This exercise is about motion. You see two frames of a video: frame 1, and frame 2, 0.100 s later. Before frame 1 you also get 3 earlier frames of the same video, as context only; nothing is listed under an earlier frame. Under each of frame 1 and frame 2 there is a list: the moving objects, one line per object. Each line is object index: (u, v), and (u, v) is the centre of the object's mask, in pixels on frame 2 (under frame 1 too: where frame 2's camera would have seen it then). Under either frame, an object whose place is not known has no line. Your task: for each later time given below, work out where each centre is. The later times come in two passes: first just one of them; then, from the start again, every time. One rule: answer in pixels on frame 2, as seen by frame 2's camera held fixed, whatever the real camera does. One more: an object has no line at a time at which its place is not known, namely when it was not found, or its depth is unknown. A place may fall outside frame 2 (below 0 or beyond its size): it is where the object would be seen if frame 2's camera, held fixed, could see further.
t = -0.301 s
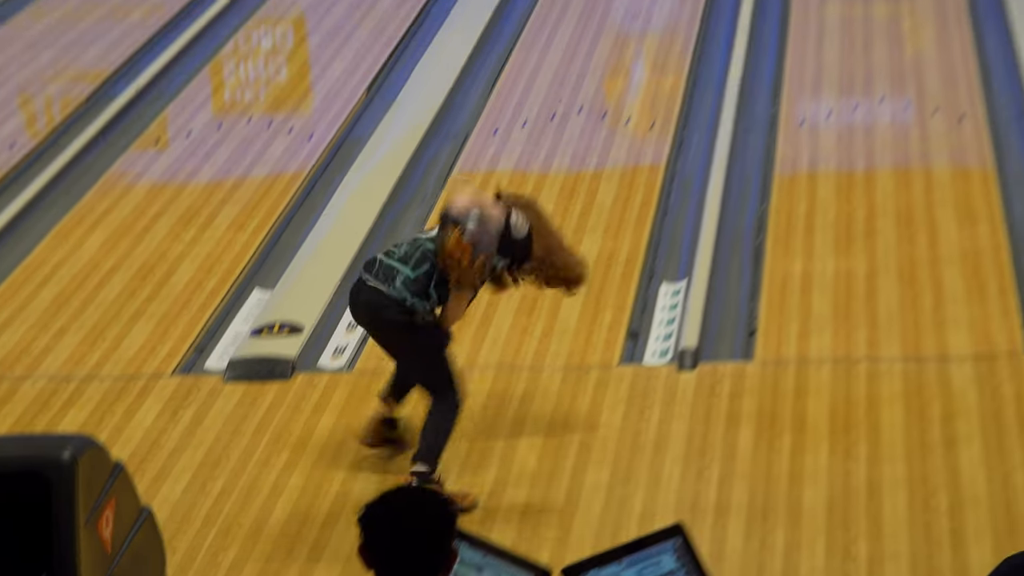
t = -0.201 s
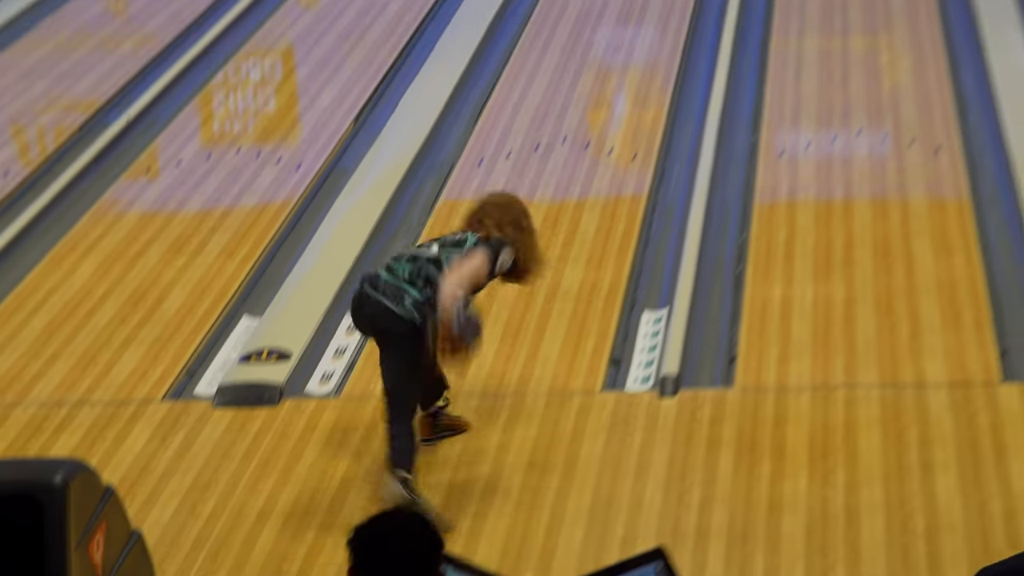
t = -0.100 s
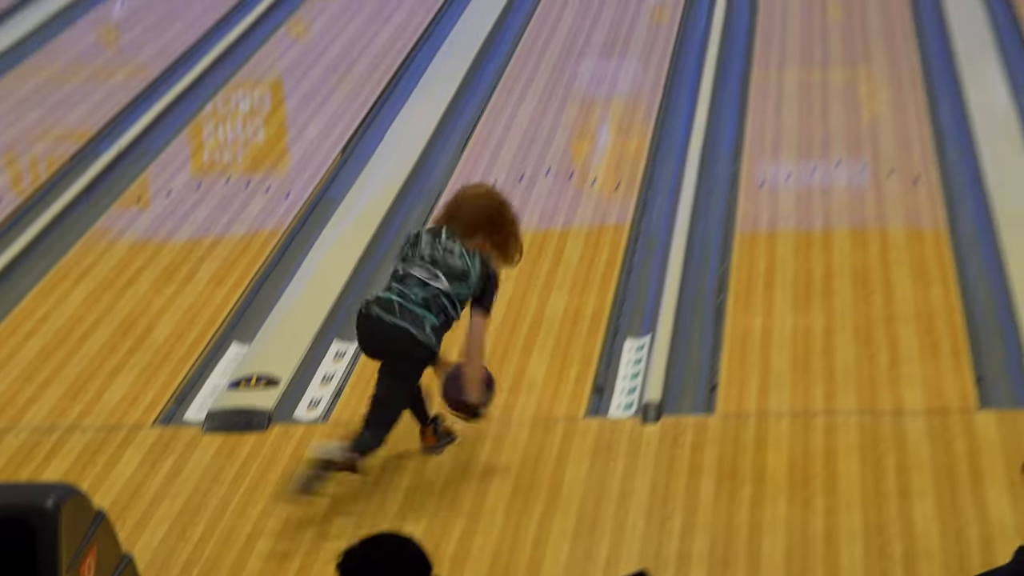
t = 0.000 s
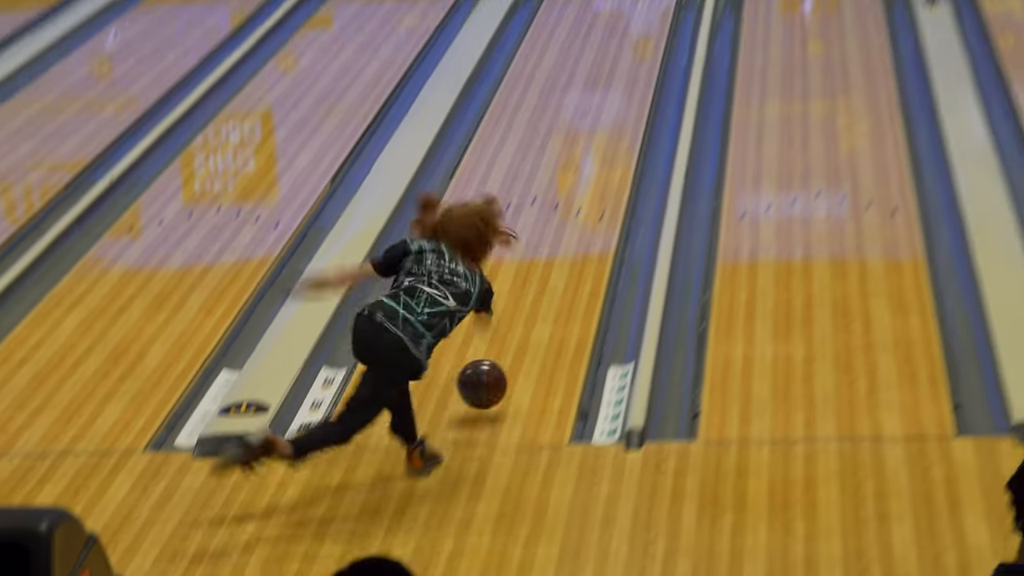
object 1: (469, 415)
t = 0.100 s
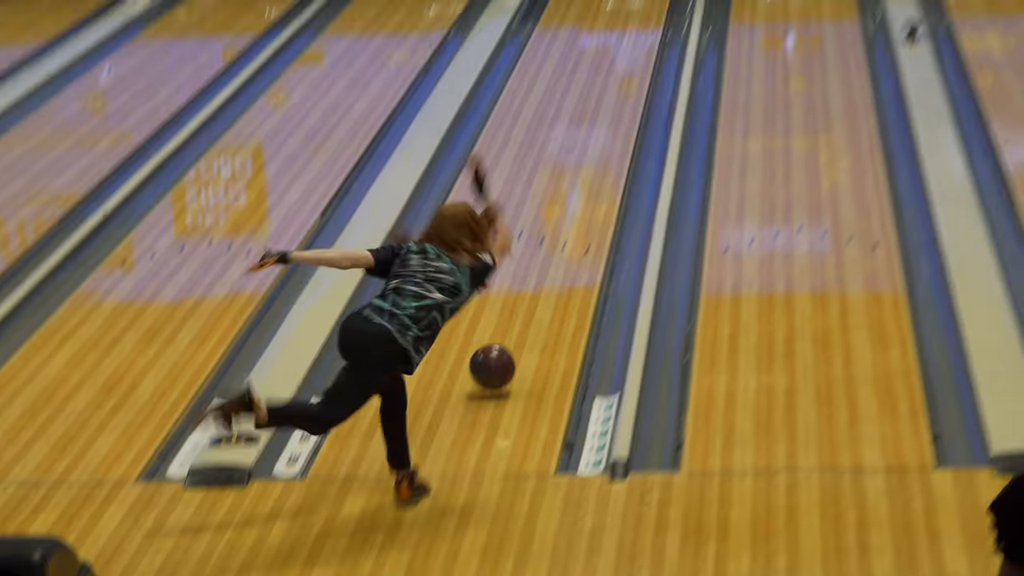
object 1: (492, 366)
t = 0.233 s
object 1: (518, 312)
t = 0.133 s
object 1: (499, 350)
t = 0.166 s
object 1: (506, 337)
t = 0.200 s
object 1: (512, 327)
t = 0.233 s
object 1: (518, 312)
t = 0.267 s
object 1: (524, 299)
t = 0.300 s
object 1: (530, 286)
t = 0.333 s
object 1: (535, 273)
